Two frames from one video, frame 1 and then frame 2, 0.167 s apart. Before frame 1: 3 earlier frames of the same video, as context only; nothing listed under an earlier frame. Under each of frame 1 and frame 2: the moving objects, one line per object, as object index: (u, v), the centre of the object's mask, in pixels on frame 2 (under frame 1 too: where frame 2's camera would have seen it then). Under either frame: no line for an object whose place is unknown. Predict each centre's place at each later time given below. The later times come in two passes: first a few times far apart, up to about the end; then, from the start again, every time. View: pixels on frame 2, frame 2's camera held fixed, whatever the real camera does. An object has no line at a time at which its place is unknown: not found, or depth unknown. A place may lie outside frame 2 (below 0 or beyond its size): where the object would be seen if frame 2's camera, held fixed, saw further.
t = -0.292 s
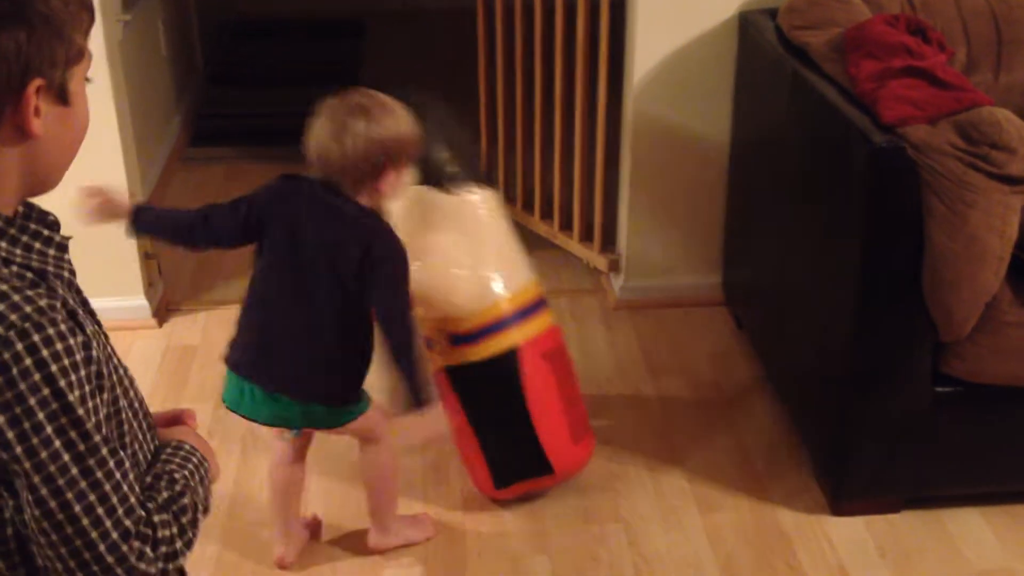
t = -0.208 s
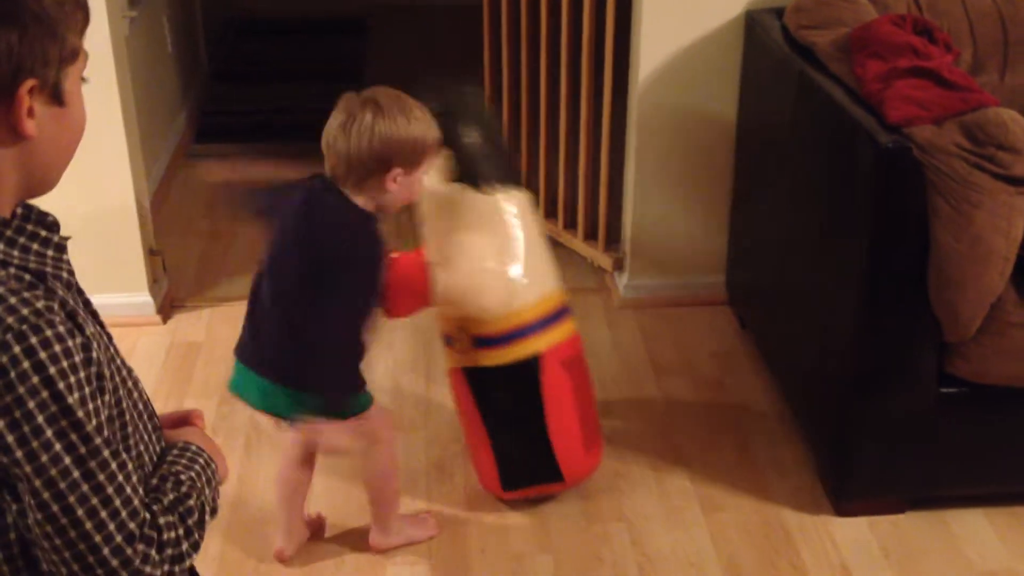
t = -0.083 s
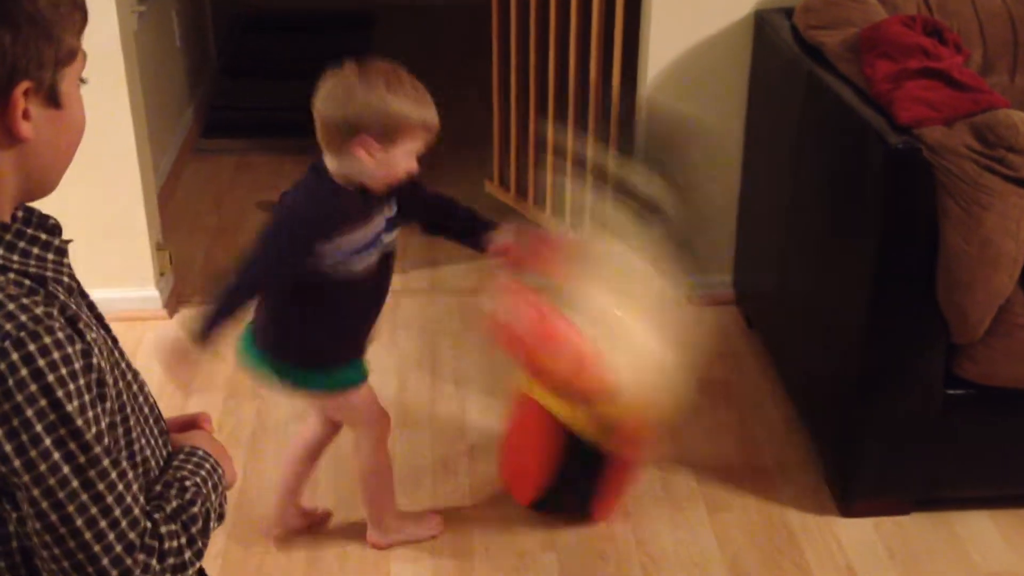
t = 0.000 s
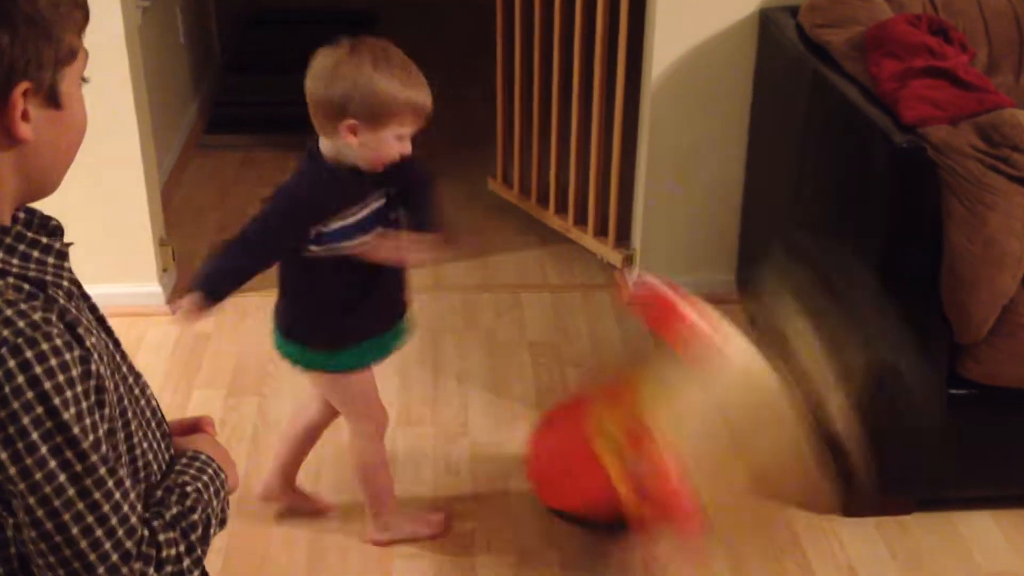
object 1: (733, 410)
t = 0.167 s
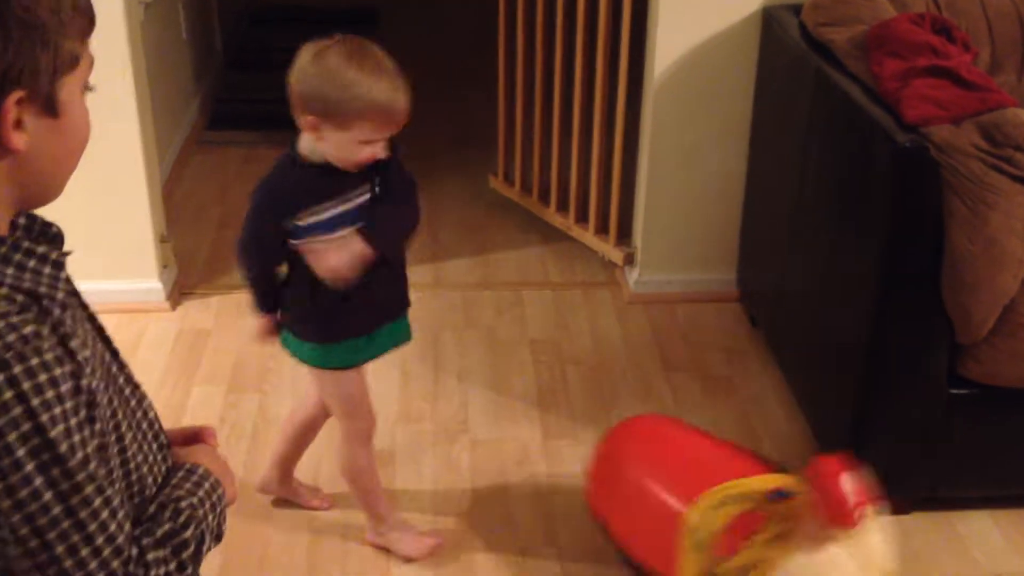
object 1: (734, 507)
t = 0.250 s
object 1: (773, 513)
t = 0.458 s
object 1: (815, 524)
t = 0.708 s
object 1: (828, 528)
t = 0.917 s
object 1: (847, 542)
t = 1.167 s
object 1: (865, 562)
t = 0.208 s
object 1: (753, 508)
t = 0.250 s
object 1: (773, 513)
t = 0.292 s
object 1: (787, 520)
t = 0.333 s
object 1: (797, 525)
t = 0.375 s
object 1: (804, 526)
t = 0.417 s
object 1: (811, 525)
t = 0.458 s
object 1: (815, 524)
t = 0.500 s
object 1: (818, 525)
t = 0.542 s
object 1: (819, 526)
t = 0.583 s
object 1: (821, 526)
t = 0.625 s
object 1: (824, 526)
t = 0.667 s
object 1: (826, 526)
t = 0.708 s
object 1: (828, 528)
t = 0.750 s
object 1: (831, 529)
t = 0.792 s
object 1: (834, 531)
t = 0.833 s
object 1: (838, 535)
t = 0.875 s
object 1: (843, 538)
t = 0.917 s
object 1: (847, 542)
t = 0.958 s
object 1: (851, 546)
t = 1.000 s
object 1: (855, 550)
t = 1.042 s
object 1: (858, 554)
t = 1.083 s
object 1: (861, 557)
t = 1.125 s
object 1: (863, 560)
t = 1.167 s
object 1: (865, 562)
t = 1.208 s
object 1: (866, 564)
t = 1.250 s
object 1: (866, 565)
